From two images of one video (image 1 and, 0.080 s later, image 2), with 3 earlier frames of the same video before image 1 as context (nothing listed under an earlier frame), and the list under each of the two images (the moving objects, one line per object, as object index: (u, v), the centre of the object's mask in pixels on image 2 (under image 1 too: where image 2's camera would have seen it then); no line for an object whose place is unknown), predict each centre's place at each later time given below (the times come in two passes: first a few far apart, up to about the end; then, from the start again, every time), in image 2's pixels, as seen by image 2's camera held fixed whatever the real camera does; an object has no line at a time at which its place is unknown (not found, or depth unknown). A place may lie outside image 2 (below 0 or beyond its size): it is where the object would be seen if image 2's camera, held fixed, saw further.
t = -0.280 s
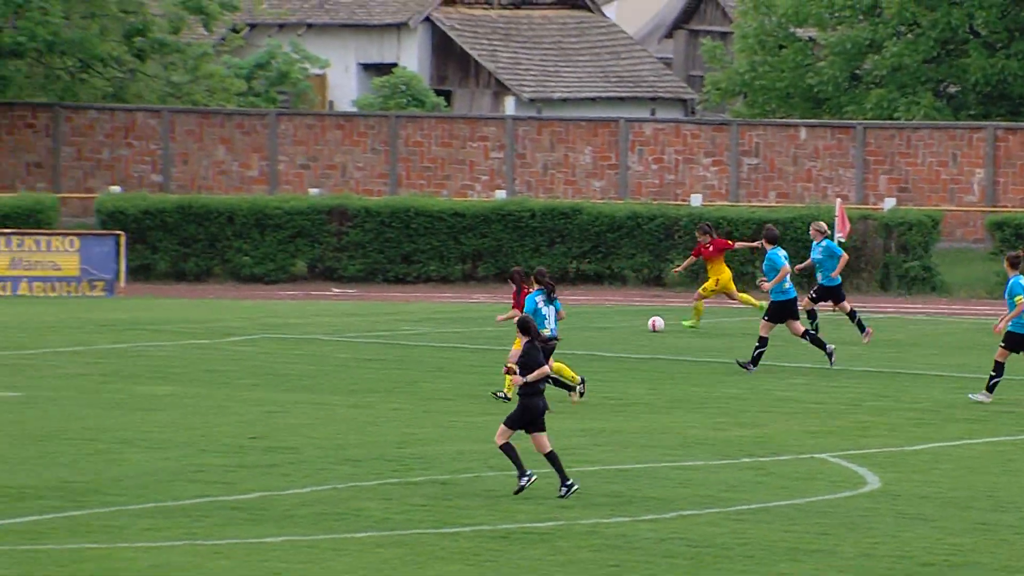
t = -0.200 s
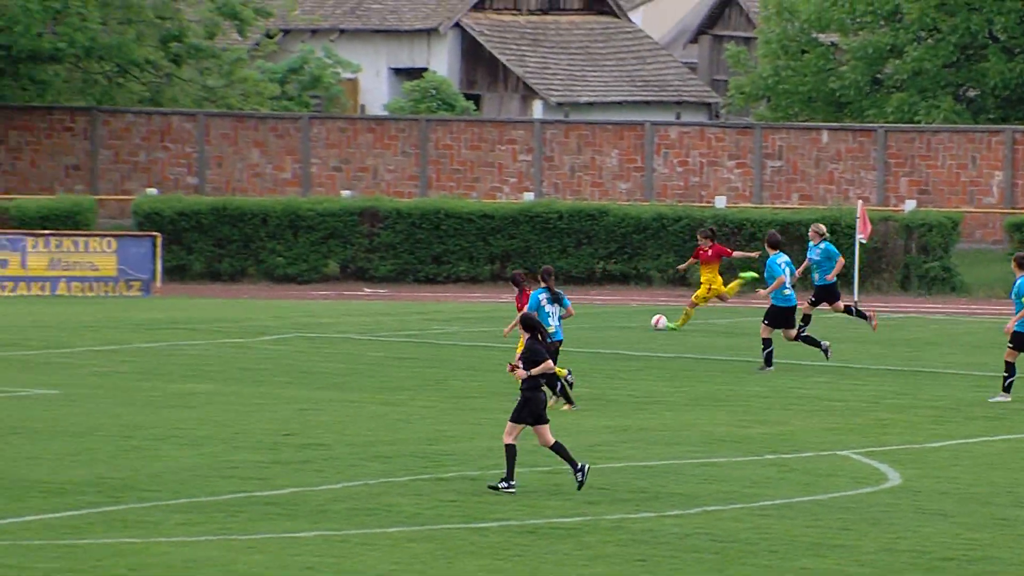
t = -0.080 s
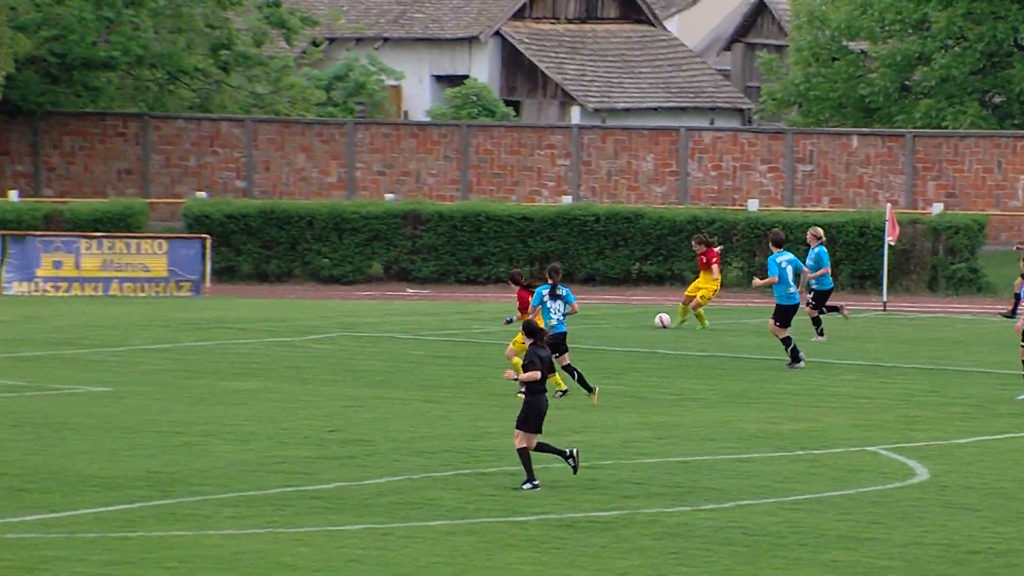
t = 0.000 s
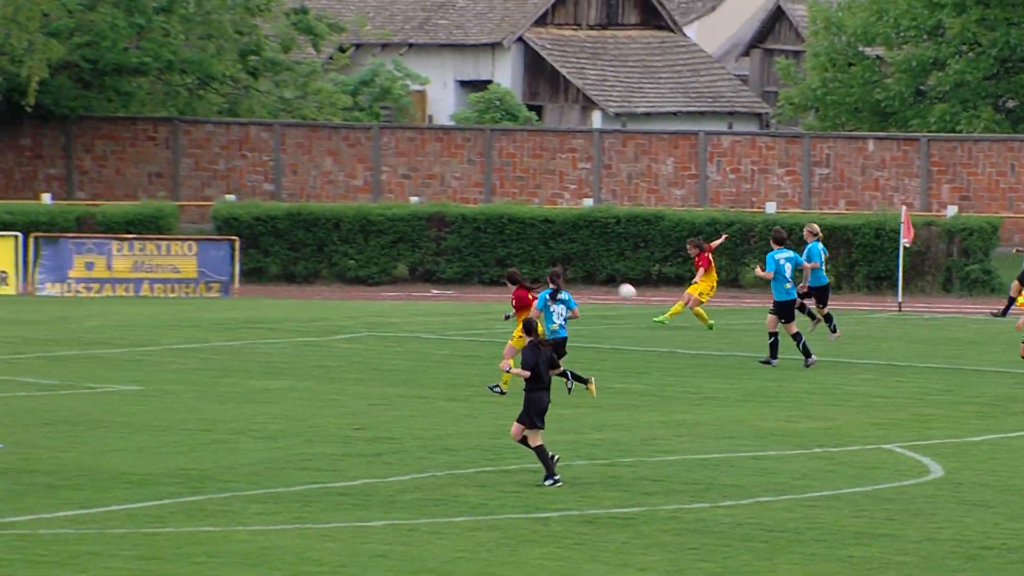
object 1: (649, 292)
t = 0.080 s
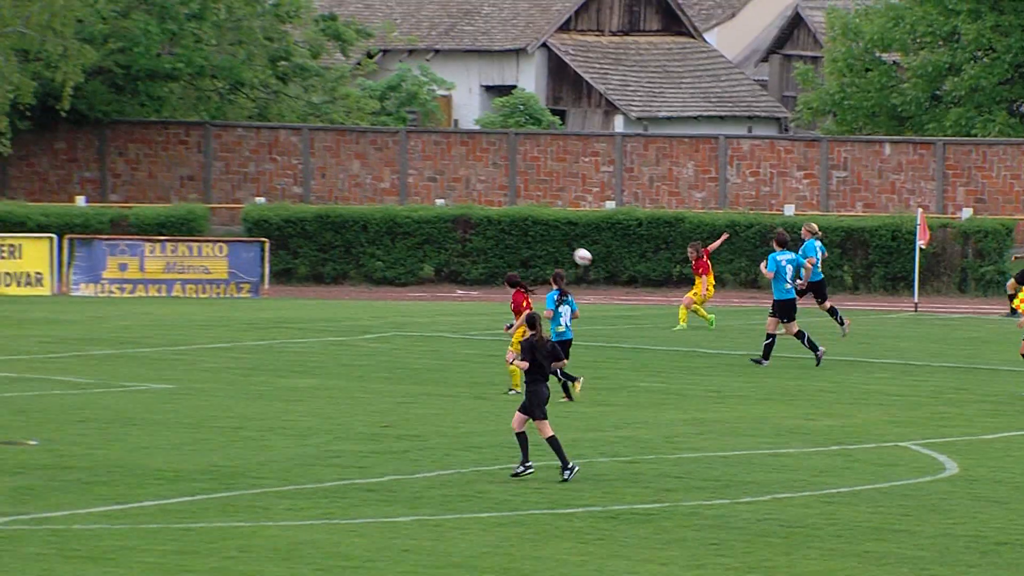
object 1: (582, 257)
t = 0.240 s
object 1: (447, 197)
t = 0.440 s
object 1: (277, 143)
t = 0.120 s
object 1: (548, 240)
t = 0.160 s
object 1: (515, 225)
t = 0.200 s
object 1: (481, 211)
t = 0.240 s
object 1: (447, 197)
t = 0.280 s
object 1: (414, 184)
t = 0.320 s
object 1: (380, 172)
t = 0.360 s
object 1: (346, 162)
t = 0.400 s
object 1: (312, 152)
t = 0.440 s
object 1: (277, 143)
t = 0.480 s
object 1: (243, 134)
